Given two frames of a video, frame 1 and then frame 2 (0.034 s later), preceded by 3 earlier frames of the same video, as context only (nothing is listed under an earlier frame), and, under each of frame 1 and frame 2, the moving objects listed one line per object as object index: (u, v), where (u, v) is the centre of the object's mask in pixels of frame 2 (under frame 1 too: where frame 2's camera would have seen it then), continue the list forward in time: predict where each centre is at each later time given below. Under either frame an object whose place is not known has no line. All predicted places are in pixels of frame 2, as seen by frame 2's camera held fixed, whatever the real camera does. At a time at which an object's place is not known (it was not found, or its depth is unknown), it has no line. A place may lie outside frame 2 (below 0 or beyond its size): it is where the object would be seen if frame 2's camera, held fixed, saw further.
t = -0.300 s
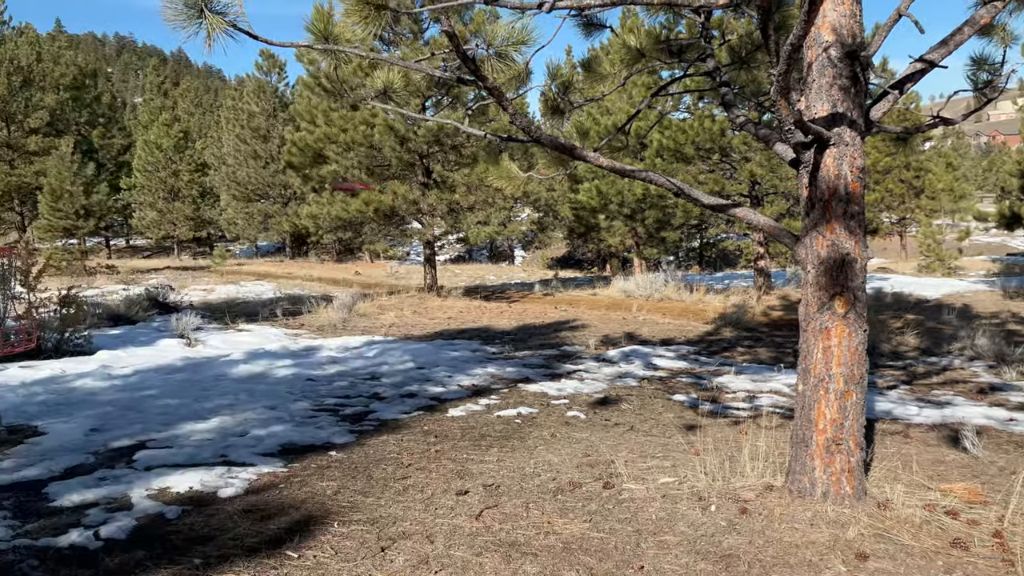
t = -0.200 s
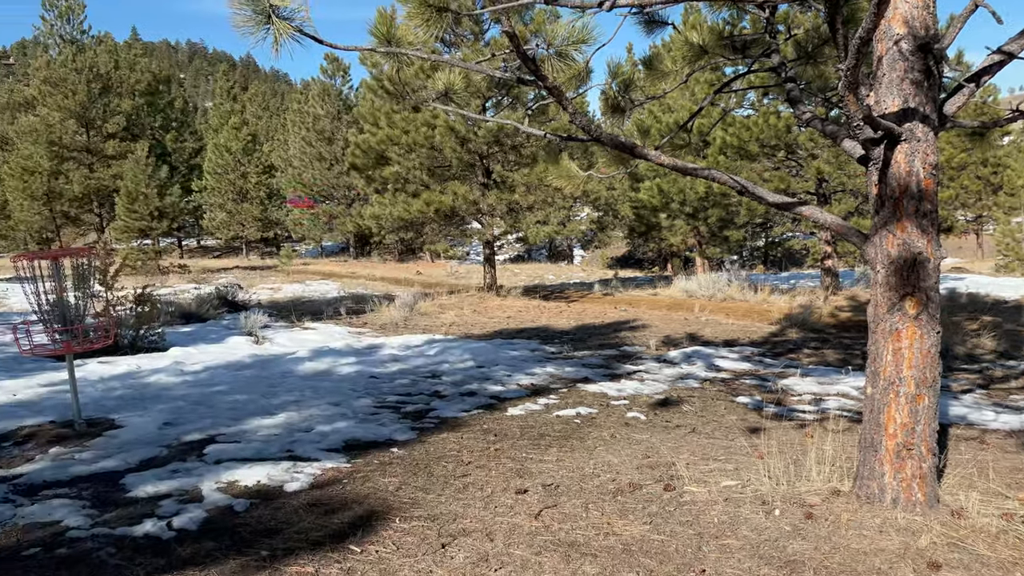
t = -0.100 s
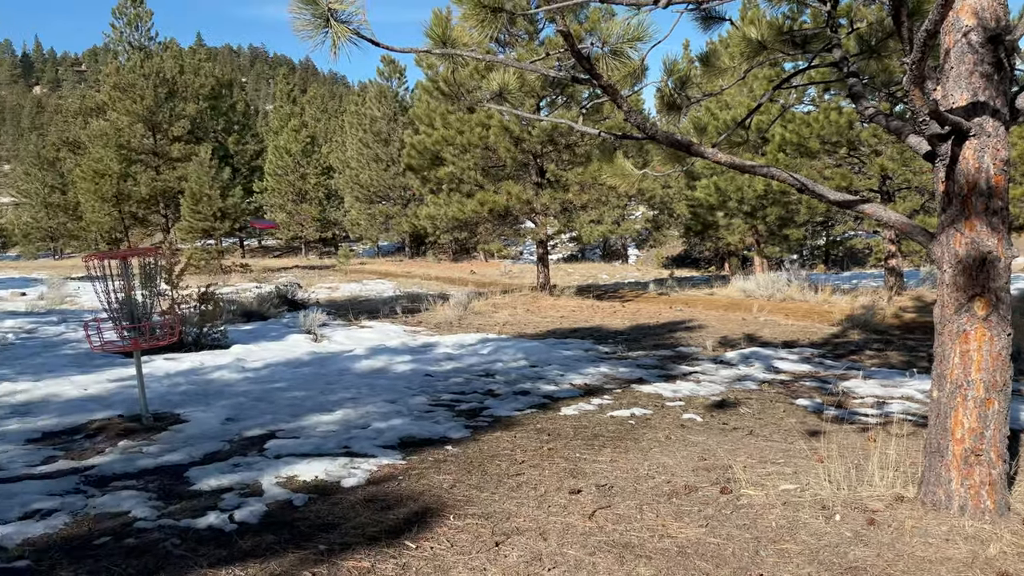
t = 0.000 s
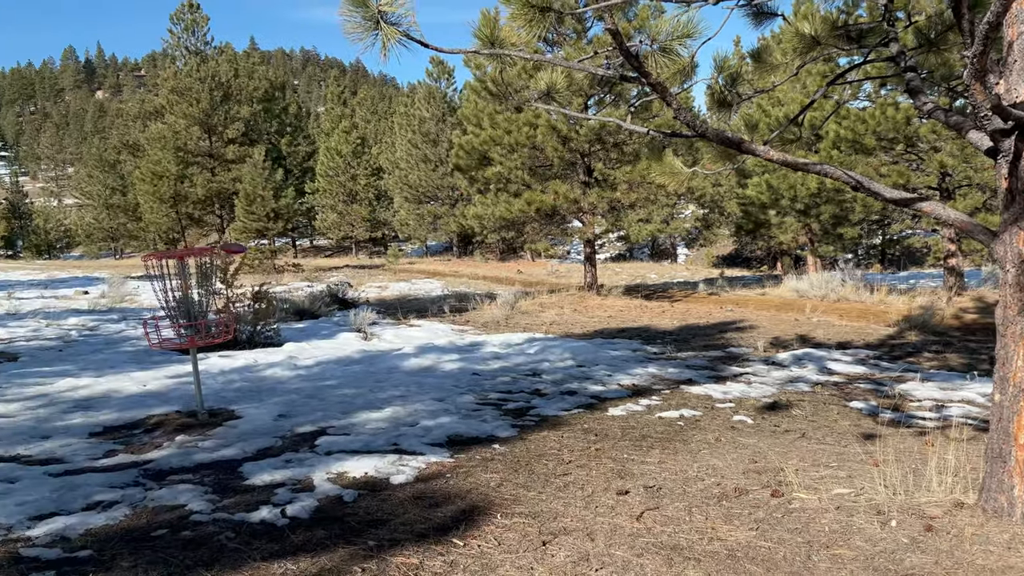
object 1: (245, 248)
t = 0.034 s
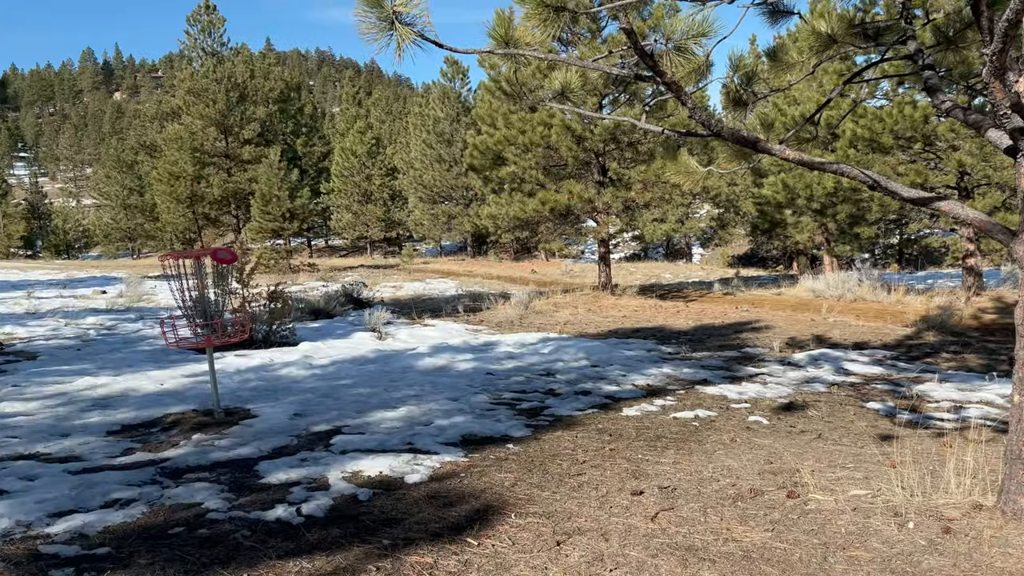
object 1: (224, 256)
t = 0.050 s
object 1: (216, 257)
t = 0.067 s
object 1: (210, 259)
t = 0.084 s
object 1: (212, 262)
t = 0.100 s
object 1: (214, 269)
